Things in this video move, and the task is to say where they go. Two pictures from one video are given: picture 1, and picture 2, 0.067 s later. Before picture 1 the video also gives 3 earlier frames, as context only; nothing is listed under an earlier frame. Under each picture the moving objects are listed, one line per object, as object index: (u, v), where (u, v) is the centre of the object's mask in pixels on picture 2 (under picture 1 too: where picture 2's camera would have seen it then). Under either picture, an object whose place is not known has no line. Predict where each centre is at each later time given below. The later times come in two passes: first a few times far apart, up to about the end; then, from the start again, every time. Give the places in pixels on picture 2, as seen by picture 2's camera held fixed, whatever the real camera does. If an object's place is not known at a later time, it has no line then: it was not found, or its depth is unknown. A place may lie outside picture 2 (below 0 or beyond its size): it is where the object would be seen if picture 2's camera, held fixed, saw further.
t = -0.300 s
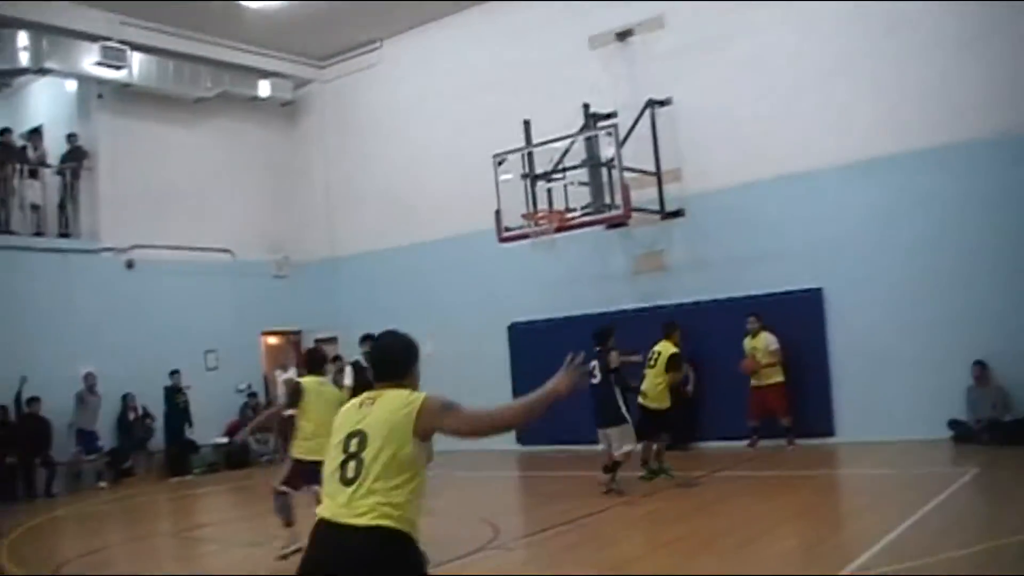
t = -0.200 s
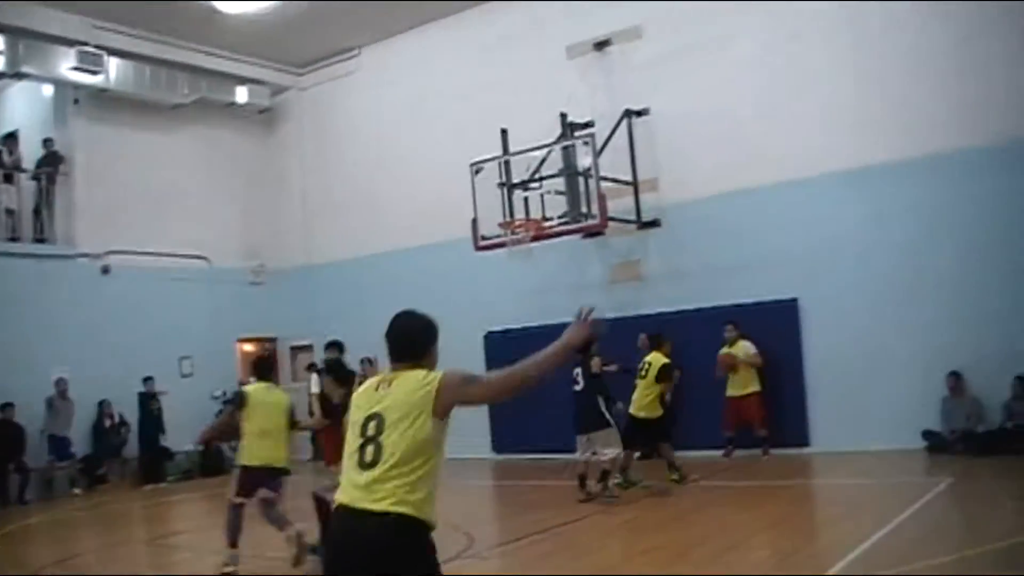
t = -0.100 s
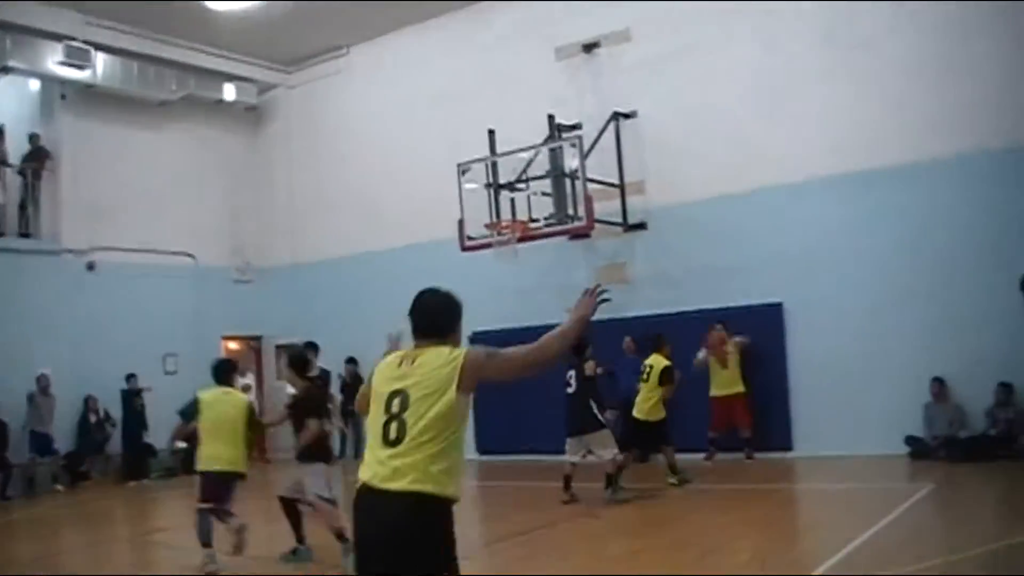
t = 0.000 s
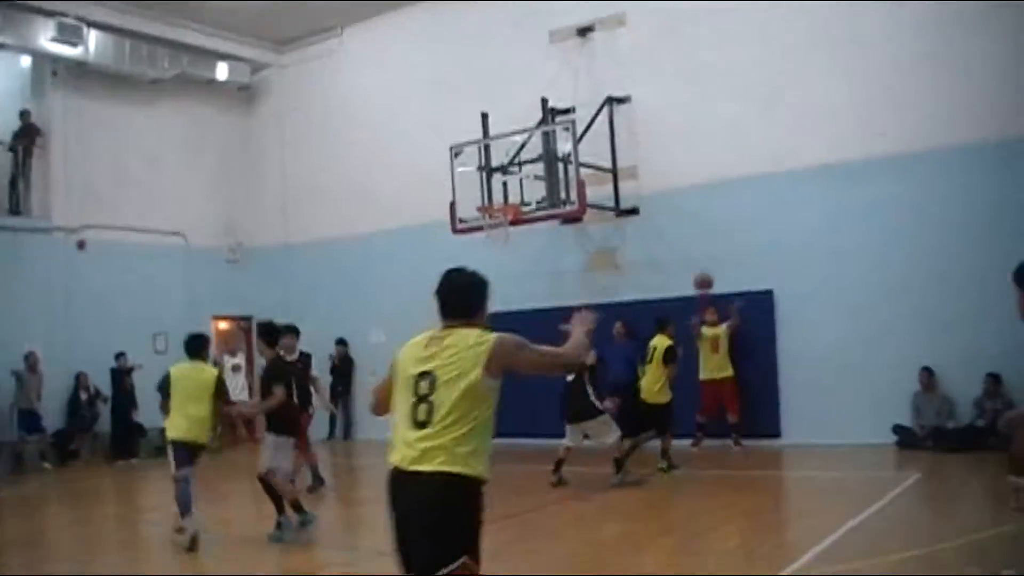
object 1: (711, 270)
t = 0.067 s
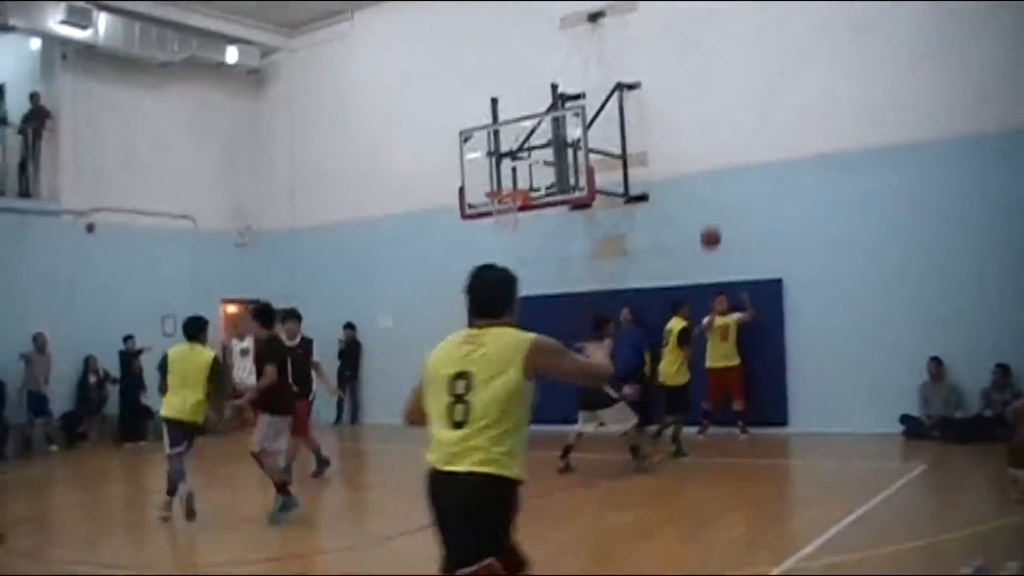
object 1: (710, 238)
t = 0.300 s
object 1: (704, 137)
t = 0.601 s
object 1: (697, 54)
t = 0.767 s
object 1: (694, 48)
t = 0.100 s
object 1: (710, 222)
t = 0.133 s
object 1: (709, 206)
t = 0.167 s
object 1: (708, 192)
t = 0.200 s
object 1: (707, 177)
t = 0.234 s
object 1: (706, 163)
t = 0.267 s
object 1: (705, 150)
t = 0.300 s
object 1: (704, 137)
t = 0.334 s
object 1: (703, 125)
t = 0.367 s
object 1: (702, 113)
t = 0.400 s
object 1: (701, 102)
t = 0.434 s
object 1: (700, 91)
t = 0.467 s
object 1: (699, 82)
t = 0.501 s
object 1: (699, 73)
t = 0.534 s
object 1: (698, 65)
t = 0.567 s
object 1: (697, 59)
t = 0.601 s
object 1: (697, 54)
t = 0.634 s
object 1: (696, 50)
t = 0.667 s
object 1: (695, 47)
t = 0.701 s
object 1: (695, 45)
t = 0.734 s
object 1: (694, 46)
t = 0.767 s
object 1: (694, 48)
